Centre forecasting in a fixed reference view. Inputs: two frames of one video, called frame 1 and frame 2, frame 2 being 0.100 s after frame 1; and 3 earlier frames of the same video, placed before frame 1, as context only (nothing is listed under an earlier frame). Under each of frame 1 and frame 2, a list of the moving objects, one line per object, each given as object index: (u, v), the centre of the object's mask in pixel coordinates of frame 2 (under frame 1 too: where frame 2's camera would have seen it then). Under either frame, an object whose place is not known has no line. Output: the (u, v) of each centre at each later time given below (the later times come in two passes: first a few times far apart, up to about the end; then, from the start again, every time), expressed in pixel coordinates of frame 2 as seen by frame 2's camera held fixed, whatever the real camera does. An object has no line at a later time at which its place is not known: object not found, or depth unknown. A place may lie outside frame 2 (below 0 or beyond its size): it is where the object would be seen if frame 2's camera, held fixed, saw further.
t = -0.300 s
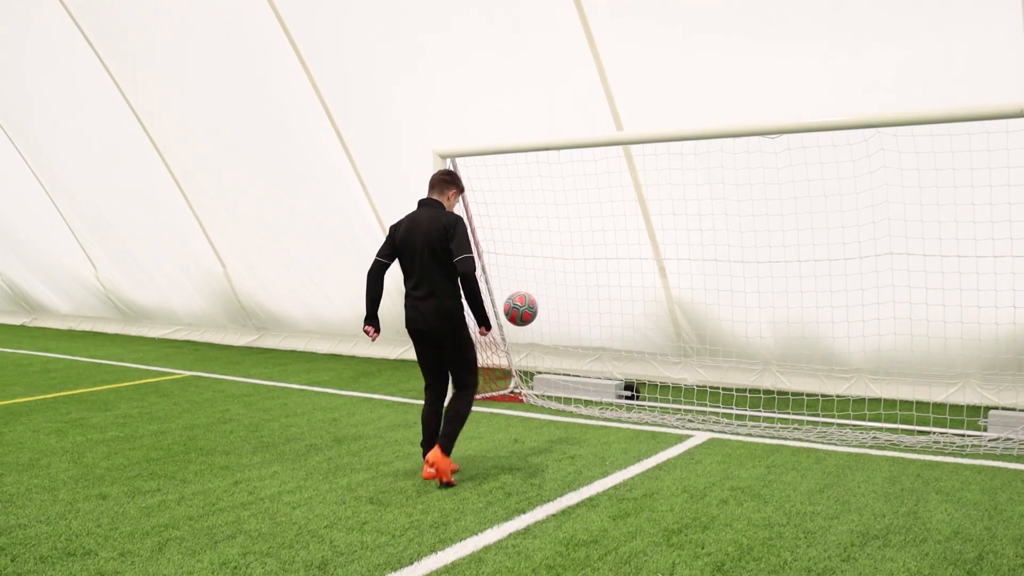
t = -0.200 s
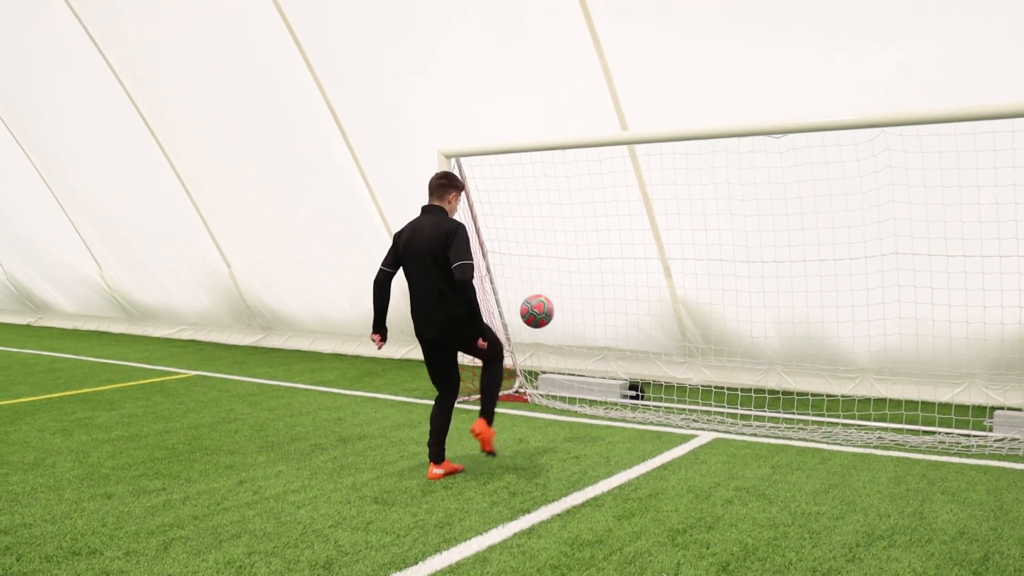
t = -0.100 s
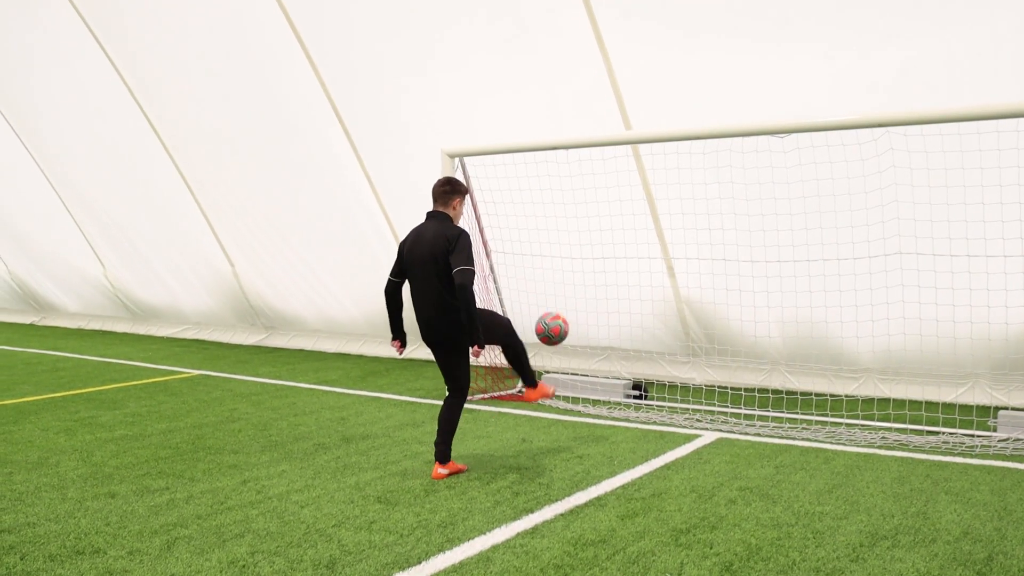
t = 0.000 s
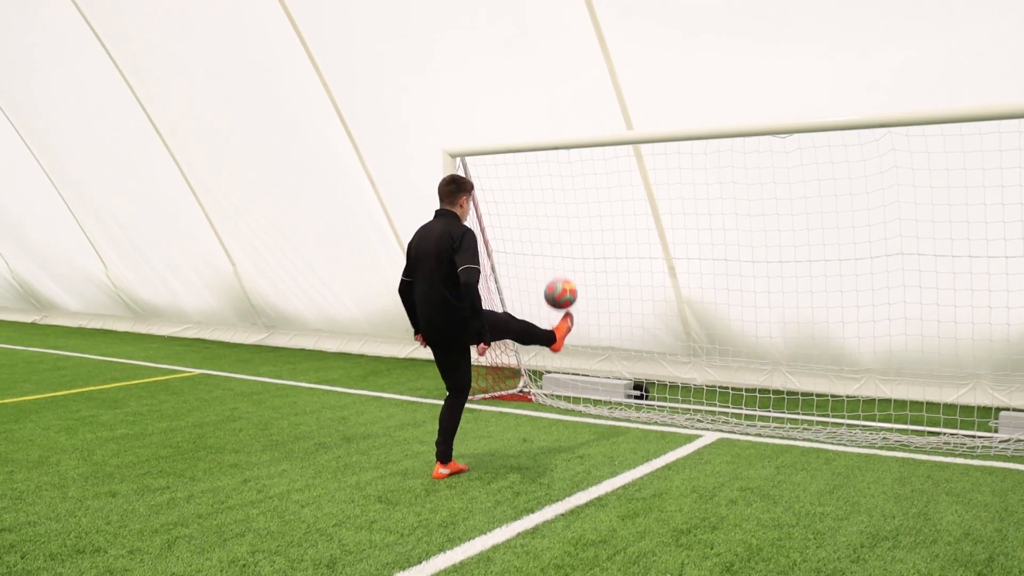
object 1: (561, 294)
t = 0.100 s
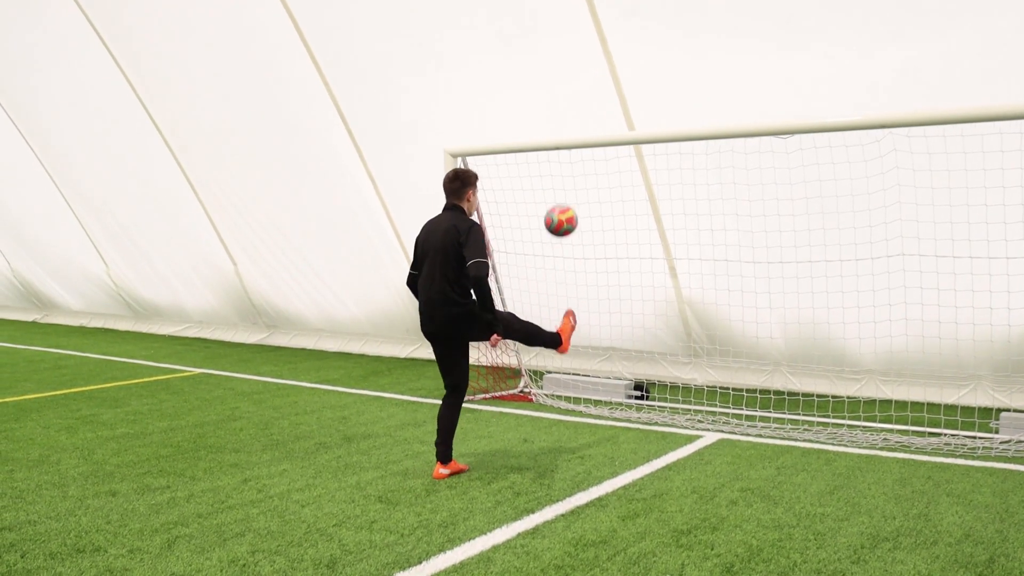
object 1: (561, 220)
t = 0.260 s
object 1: (560, 134)
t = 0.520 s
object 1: (559, 79)
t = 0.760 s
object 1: (558, 122)
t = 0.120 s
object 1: (561, 207)
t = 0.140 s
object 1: (561, 195)
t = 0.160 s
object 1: (561, 183)
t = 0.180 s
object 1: (560, 172)
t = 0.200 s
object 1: (560, 162)
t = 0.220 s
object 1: (560, 152)
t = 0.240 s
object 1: (560, 143)
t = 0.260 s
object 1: (560, 134)
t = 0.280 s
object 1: (560, 126)
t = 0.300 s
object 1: (560, 119)
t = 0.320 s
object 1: (559, 112)
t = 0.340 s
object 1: (559, 106)
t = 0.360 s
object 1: (559, 100)
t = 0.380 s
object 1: (559, 96)
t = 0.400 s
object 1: (559, 91)
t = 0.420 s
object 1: (559, 88)
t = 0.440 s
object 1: (559, 85)
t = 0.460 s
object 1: (559, 82)
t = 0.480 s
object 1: (559, 80)
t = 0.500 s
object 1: (559, 79)
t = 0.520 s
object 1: (559, 79)
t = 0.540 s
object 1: (559, 79)
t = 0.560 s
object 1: (559, 79)
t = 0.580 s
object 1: (559, 81)
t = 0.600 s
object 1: (558, 82)
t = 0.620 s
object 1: (558, 85)
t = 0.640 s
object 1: (558, 88)
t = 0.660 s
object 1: (558, 92)
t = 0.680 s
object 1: (558, 97)
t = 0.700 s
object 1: (558, 102)
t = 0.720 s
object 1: (558, 108)
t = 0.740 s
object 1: (558, 115)
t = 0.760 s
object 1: (558, 122)
